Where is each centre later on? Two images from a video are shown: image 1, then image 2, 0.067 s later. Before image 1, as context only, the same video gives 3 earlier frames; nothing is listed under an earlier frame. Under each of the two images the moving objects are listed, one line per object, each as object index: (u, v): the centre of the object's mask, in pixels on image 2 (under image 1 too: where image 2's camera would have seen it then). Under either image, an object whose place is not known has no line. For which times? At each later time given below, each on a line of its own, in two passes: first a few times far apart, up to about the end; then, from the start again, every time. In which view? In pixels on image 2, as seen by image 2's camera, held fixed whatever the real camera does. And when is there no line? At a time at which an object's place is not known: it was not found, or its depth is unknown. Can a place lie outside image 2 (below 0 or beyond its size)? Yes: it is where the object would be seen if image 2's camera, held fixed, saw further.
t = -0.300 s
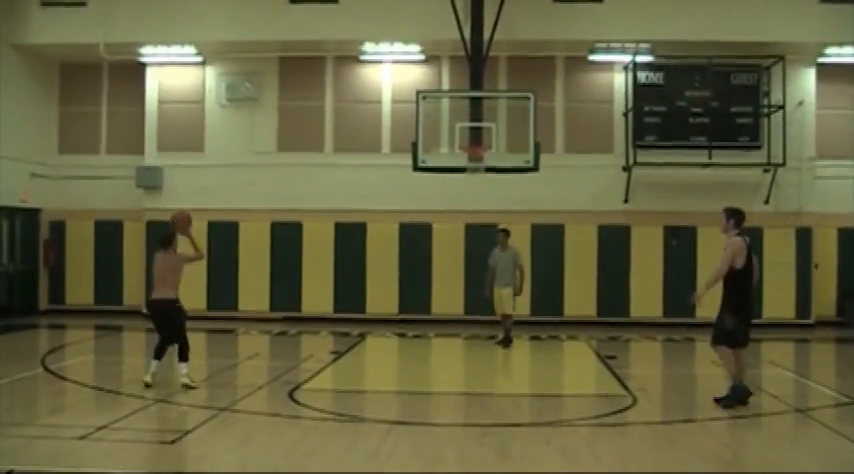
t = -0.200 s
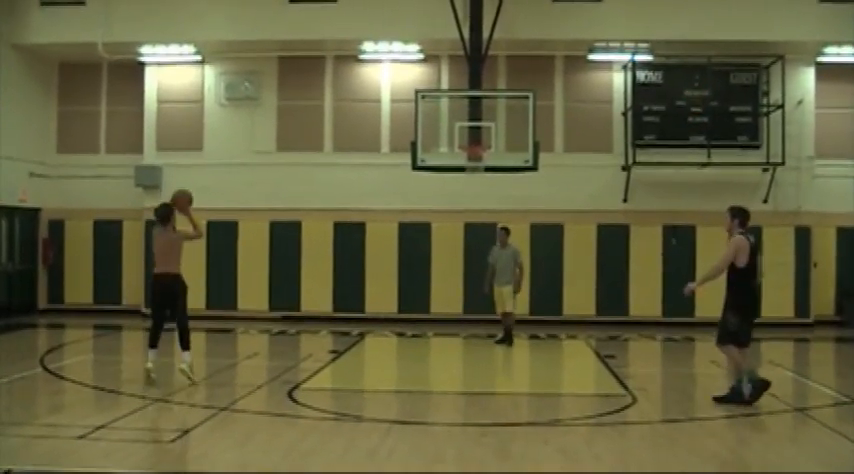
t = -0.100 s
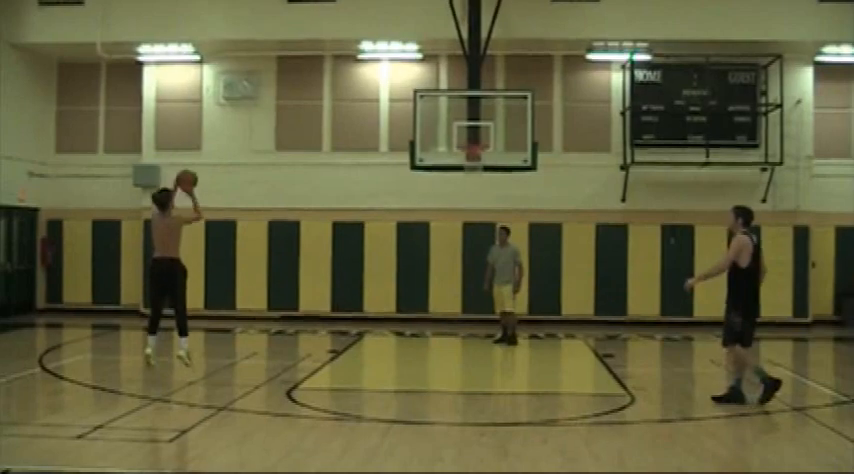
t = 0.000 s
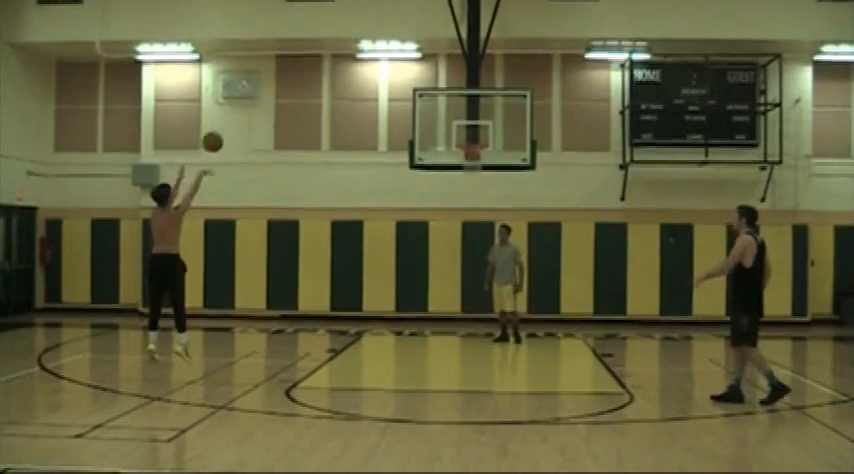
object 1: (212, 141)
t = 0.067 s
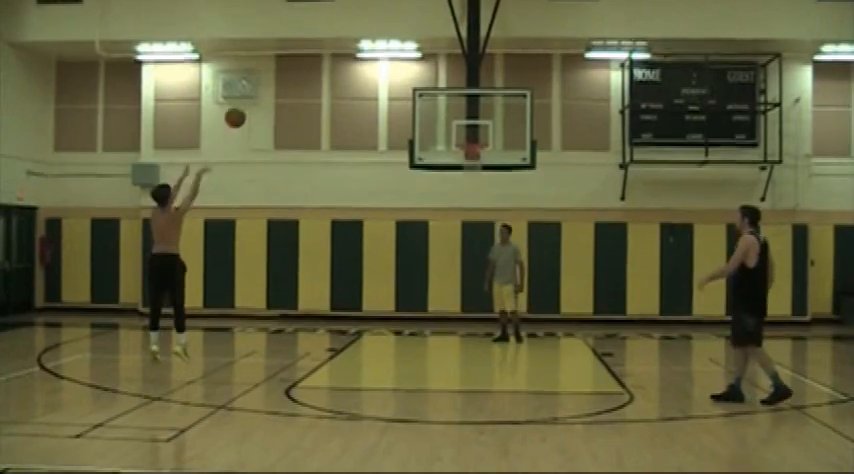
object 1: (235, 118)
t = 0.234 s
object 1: (288, 78)
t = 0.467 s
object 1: (353, 62)
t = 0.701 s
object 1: (409, 83)
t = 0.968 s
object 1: (455, 133)
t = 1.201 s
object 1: (427, 101)
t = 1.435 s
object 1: (396, 103)
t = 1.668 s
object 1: (364, 146)
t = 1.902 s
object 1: (329, 230)
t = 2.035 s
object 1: (310, 297)
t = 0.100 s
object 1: (246, 107)
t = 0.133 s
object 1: (257, 99)
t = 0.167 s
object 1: (267, 90)
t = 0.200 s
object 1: (278, 84)
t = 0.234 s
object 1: (288, 78)
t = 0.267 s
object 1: (298, 74)
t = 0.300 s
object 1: (308, 70)
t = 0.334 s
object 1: (317, 65)
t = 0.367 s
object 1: (327, 63)
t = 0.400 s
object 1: (336, 62)
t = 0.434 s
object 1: (345, 61)
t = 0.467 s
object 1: (353, 62)
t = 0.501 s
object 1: (361, 62)
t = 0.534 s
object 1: (370, 64)
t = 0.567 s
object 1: (378, 66)
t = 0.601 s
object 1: (386, 69)
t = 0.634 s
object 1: (394, 73)
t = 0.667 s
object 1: (402, 78)
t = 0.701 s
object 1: (409, 83)
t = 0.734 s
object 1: (417, 90)
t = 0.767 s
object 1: (424, 96)
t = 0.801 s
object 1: (430, 103)
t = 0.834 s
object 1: (438, 110)
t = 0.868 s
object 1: (445, 119)
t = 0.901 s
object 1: (451, 128)
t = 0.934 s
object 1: (458, 138)
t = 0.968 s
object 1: (455, 133)
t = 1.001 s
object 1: (451, 126)
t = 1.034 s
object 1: (447, 120)
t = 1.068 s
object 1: (444, 115)
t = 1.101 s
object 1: (439, 110)
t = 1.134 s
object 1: (435, 106)
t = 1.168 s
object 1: (431, 103)
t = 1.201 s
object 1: (427, 101)
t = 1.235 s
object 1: (422, 99)
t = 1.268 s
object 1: (418, 98)
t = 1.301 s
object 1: (414, 97)
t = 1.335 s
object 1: (409, 97)
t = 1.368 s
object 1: (405, 99)
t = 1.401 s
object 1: (400, 101)
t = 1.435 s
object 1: (396, 103)
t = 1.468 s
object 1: (391, 107)
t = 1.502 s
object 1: (387, 111)
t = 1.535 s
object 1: (382, 117)
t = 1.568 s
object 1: (377, 123)
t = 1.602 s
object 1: (373, 130)
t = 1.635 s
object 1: (368, 137)
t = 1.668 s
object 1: (364, 146)
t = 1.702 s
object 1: (359, 156)
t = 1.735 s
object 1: (354, 166)
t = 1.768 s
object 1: (349, 177)
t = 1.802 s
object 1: (344, 189)
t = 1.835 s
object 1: (339, 202)
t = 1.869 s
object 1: (335, 214)
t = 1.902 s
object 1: (329, 230)
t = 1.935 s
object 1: (324, 246)
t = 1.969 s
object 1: (320, 262)
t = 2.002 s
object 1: (315, 279)
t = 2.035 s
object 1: (310, 297)
